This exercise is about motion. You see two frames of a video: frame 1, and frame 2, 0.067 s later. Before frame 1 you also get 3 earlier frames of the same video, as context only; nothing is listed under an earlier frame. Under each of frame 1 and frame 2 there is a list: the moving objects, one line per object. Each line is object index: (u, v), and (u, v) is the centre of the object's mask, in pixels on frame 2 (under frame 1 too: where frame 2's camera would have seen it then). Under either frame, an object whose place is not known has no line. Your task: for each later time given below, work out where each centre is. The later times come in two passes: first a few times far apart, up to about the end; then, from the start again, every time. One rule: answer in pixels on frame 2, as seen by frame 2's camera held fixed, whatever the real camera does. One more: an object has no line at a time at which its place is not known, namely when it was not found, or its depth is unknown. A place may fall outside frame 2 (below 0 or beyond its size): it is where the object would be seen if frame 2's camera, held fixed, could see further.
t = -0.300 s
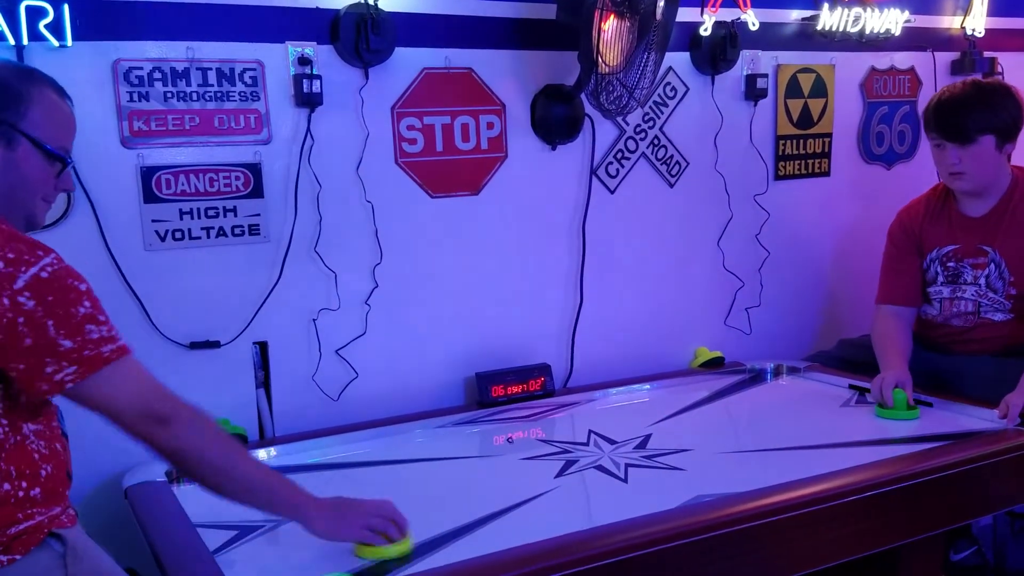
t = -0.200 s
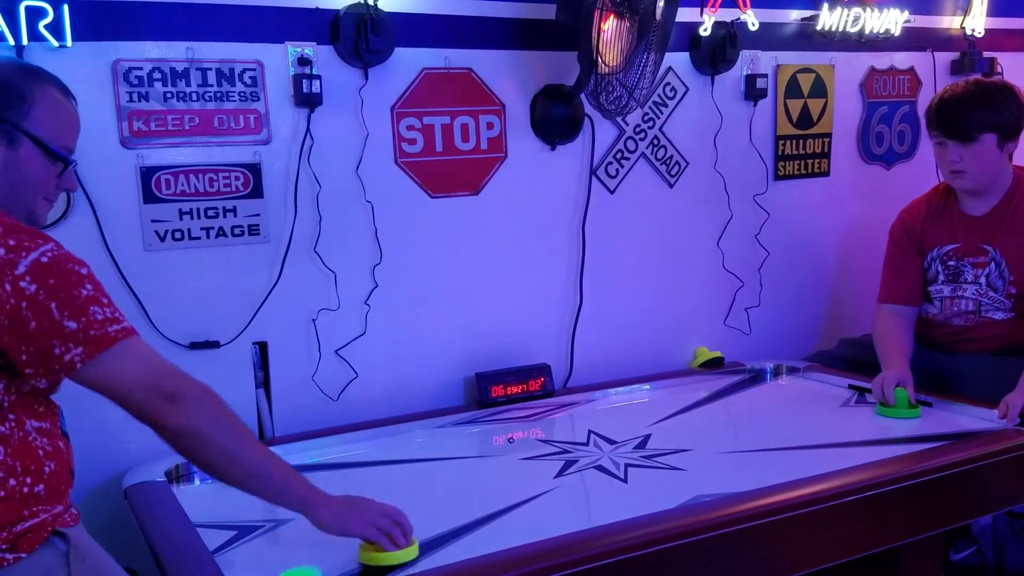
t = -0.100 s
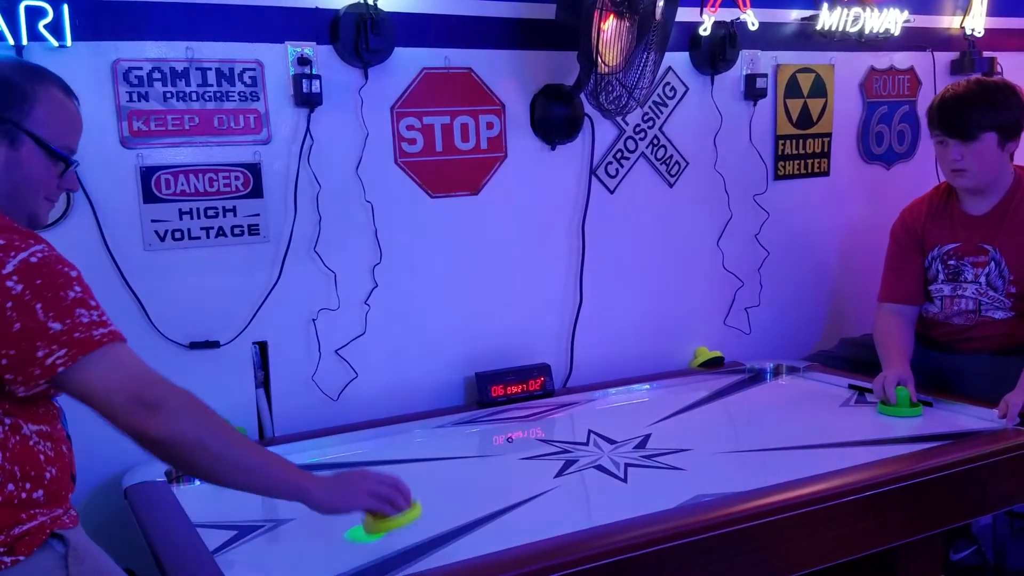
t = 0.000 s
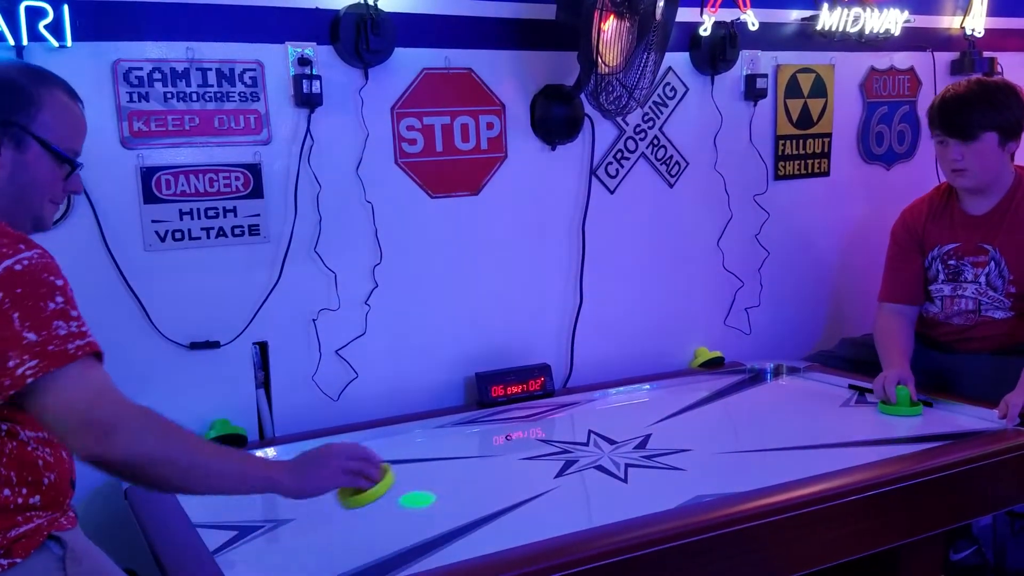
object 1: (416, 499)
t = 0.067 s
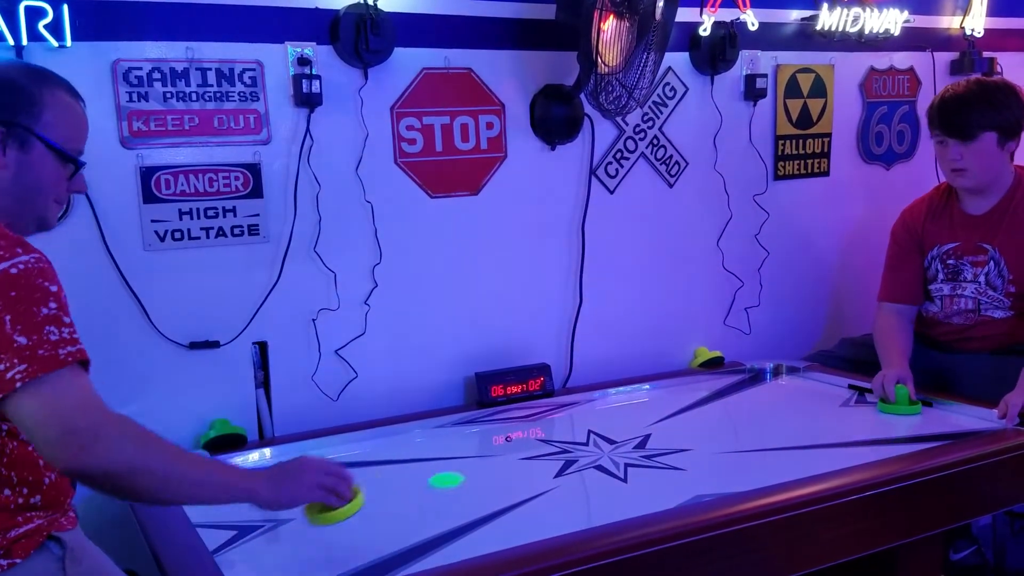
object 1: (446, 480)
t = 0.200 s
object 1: (496, 447)
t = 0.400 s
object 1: (559, 410)
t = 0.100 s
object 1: (459, 471)
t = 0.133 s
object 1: (472, 463)
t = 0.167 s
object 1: (485, 455)
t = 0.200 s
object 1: (496, 447)
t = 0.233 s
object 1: (507, 440)
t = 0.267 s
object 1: (518, 434)
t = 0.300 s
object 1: (528, 427)
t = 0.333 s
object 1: (538, 421)
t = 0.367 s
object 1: (547, 415)
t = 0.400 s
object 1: (559, 410)
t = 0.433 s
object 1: (577, 410)
